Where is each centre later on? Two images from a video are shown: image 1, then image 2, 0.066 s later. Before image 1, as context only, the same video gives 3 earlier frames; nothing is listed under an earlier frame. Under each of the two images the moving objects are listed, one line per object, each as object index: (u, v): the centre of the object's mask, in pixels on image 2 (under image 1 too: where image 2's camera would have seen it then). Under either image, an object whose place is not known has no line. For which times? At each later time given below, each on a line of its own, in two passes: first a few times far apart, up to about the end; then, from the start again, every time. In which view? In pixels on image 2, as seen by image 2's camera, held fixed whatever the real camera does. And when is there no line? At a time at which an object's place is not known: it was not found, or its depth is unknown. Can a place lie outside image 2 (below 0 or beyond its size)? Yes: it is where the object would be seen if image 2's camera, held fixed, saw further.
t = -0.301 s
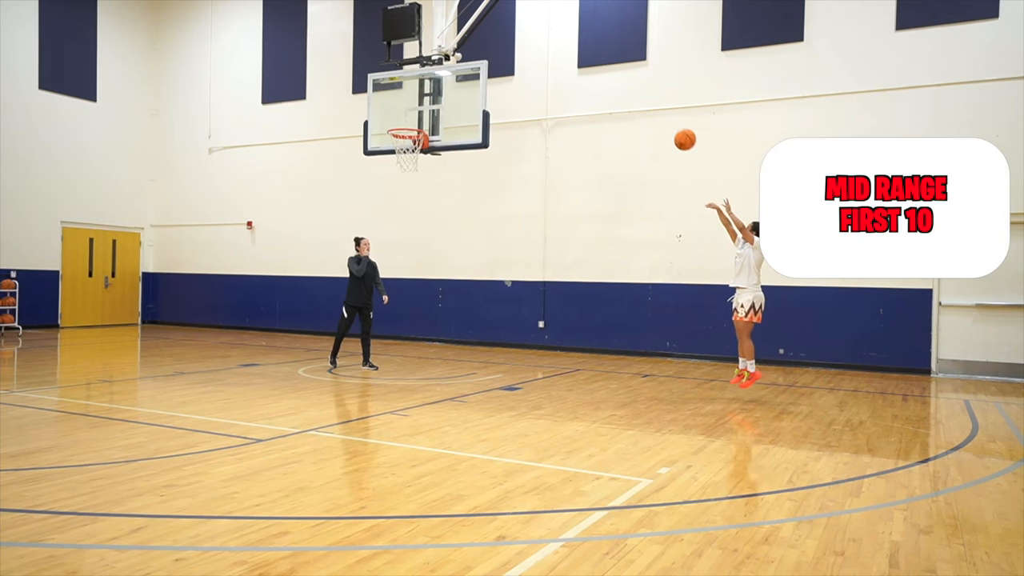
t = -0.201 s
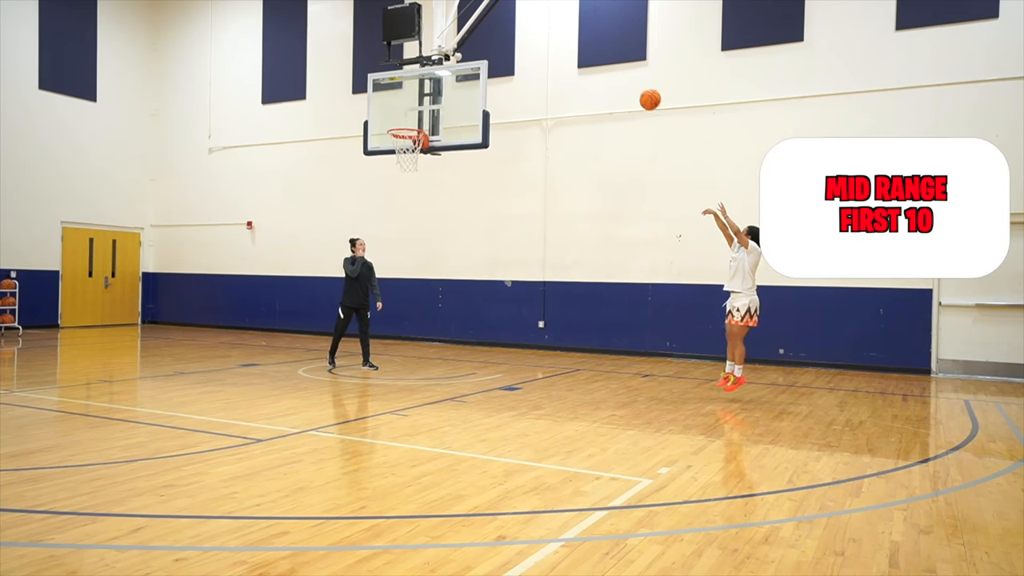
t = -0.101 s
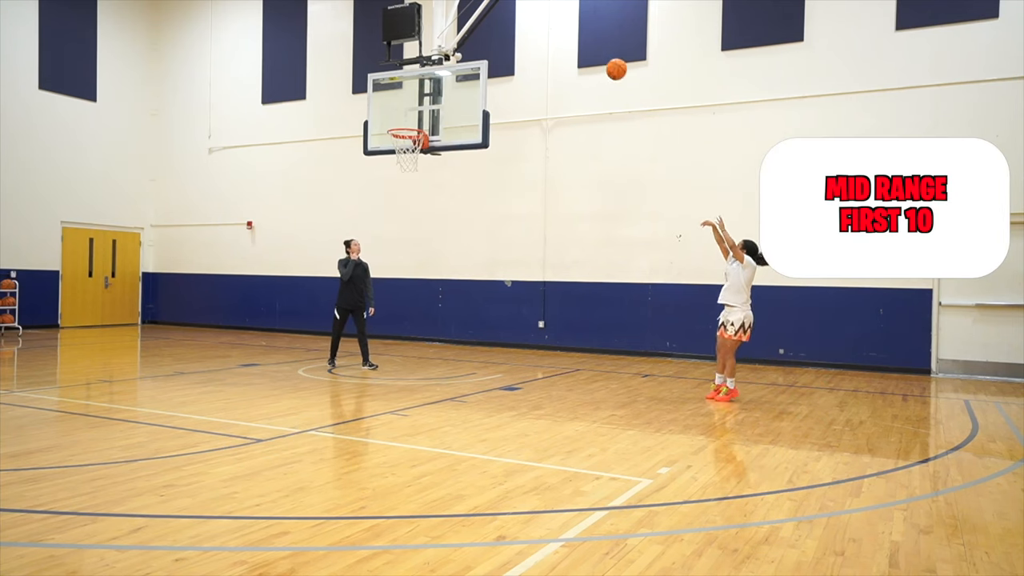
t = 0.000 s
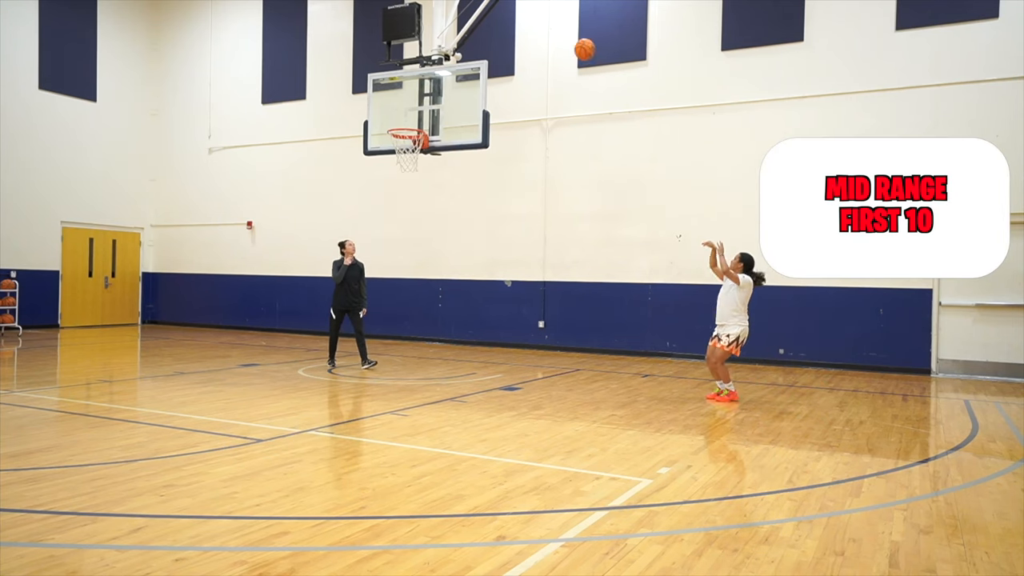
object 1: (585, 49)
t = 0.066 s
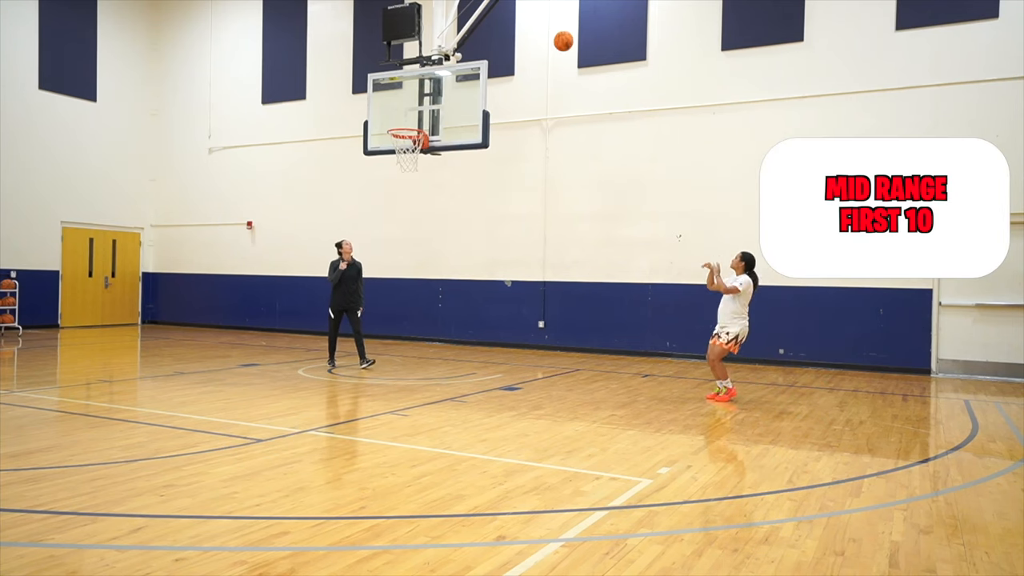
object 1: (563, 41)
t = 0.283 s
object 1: (499, 40)
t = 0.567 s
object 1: (423, 93)
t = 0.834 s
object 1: (413, 111)
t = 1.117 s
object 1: (397, 87)
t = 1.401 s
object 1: (379, 125)
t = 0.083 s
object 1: (558, 39)
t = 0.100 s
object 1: (553, 38)
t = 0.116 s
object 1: (548, 37)
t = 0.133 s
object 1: (543, 36)
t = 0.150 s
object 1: (538, 36)
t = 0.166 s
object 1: (533, 36)
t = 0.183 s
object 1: (528, 36)
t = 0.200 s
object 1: (523, 36)
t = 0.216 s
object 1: (518, 36)
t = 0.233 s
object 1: (513, 37)
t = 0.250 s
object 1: (509, 37)
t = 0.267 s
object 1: (504, 39)
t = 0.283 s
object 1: (499, 40)
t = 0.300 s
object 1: (495, 41)
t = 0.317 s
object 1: (490, 43)
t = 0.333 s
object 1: (485, 45)
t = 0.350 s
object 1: (481, 47)
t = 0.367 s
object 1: (476, 49)
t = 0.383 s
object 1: (472, 52)
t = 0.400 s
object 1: (467, 54)
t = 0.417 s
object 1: (463, 57)
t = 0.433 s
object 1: (458, 61)
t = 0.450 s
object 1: (454, 64)
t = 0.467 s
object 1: (450, 67)
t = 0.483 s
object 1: (445, 72)
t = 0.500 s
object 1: (441, 75)
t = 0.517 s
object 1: (436, 80)
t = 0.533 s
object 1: (432, 84)
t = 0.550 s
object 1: (428, 88)
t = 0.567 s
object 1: (423, 93)
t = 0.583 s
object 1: (419, 98)
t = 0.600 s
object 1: (415, 103)
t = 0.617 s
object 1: (410, 108)
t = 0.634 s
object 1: (406, 113)
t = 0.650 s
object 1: (402, 119)
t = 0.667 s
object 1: (398, 124)
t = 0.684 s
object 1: (396, 128)
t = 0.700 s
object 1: (400, 129)
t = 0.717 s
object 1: (406, 127)
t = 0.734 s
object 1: (410, 126)
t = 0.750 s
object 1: (415, 126)
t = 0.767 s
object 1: (417, 124)
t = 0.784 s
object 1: (416, 121)
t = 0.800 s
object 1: (415, 117)
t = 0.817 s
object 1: (414, 114)
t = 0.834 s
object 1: (413, 111)
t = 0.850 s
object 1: (412, 107)
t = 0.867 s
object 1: (411, 105)
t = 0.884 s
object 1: (410, 102)
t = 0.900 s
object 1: (409, 99)
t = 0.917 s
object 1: (408, 97)
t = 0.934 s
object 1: (407, 95)
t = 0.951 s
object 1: (406, 93)
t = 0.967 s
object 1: (405, 92)
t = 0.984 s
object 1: (405, 91)
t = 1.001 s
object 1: (404, 90)
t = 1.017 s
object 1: (403, 89)
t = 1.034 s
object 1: (402, 88)
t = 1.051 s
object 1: (401, 88)
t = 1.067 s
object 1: (400, 87)
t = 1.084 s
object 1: (399, 87)
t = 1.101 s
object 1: (398, 87)
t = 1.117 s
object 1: (397, 87)
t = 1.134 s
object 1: (396, 88)
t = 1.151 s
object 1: (395, 88)
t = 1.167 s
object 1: (394, 90)
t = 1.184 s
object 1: (393, 91)
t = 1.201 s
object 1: (392, 92)
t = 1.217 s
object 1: (391, 93)
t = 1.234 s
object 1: (390, 95)
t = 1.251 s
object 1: (389, 97)
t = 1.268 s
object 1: (387, 99)
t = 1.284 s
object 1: (386, 102)
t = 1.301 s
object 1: (386, 105)
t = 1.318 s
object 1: (384, 108)
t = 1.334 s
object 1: (383, 111)
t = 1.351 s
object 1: (382, 114)
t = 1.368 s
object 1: (381, 118)
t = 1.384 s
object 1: (380, 121)
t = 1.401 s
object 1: (379, 125)
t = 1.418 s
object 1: (378, 129)
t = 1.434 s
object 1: (376, 132)
